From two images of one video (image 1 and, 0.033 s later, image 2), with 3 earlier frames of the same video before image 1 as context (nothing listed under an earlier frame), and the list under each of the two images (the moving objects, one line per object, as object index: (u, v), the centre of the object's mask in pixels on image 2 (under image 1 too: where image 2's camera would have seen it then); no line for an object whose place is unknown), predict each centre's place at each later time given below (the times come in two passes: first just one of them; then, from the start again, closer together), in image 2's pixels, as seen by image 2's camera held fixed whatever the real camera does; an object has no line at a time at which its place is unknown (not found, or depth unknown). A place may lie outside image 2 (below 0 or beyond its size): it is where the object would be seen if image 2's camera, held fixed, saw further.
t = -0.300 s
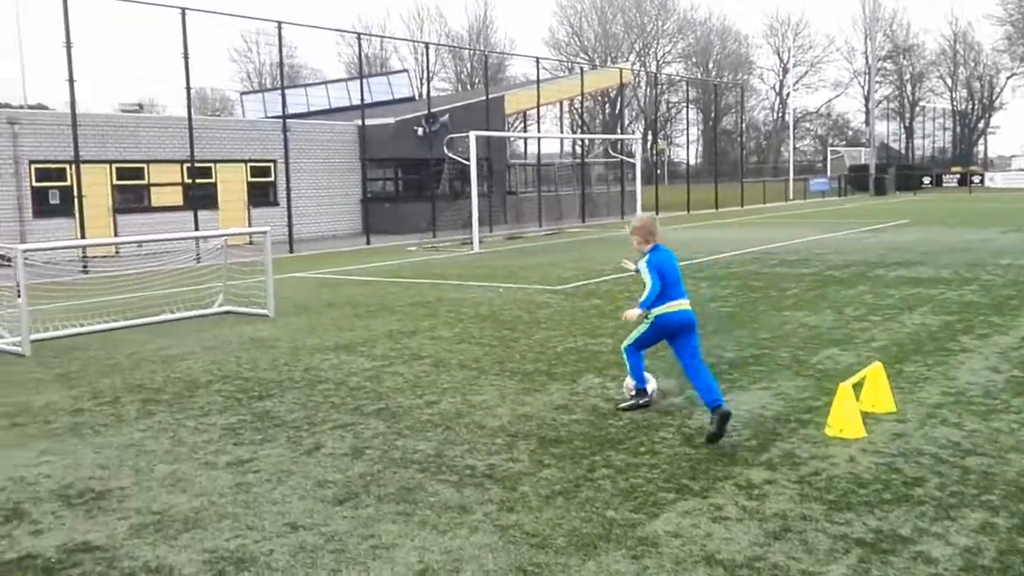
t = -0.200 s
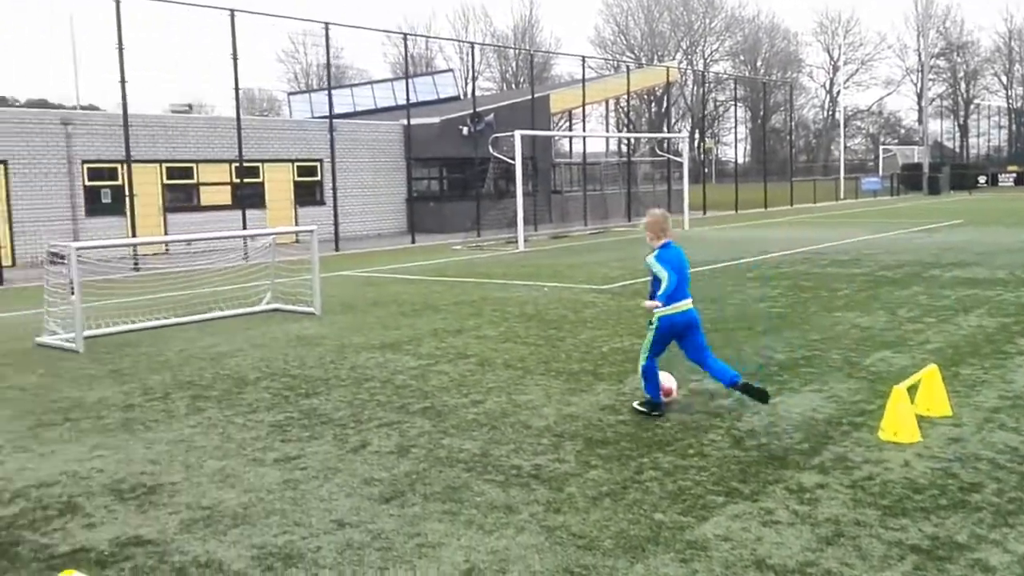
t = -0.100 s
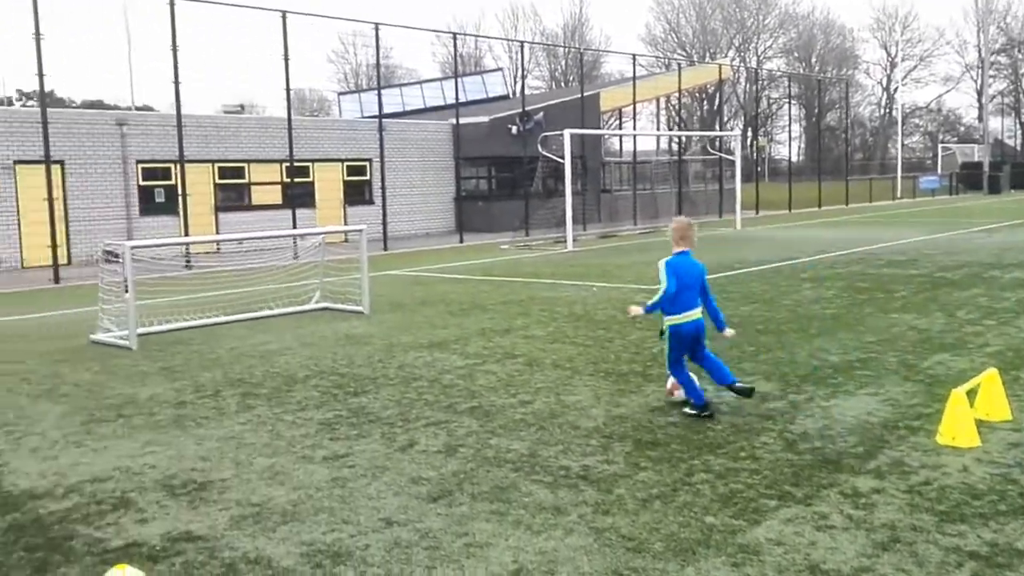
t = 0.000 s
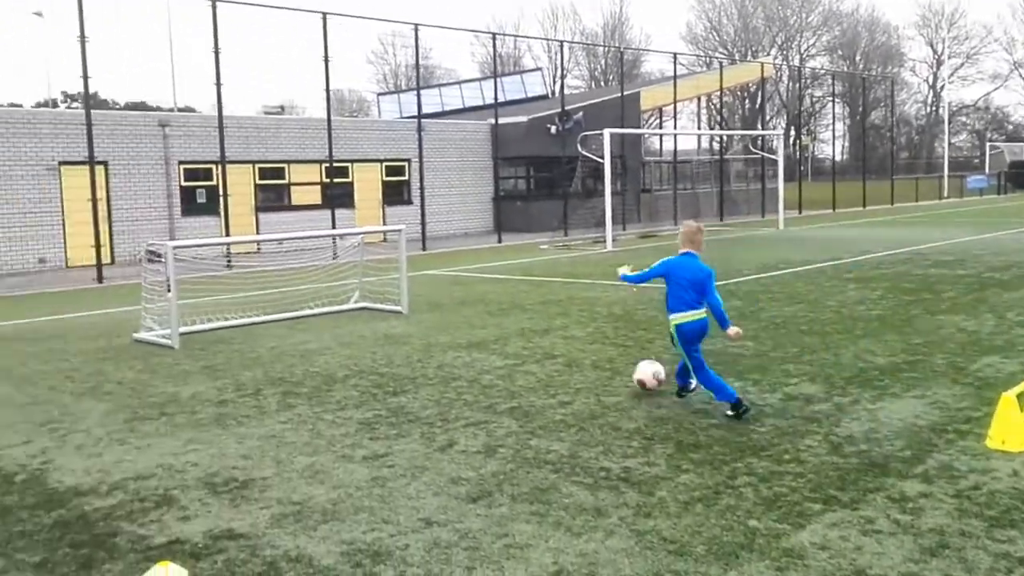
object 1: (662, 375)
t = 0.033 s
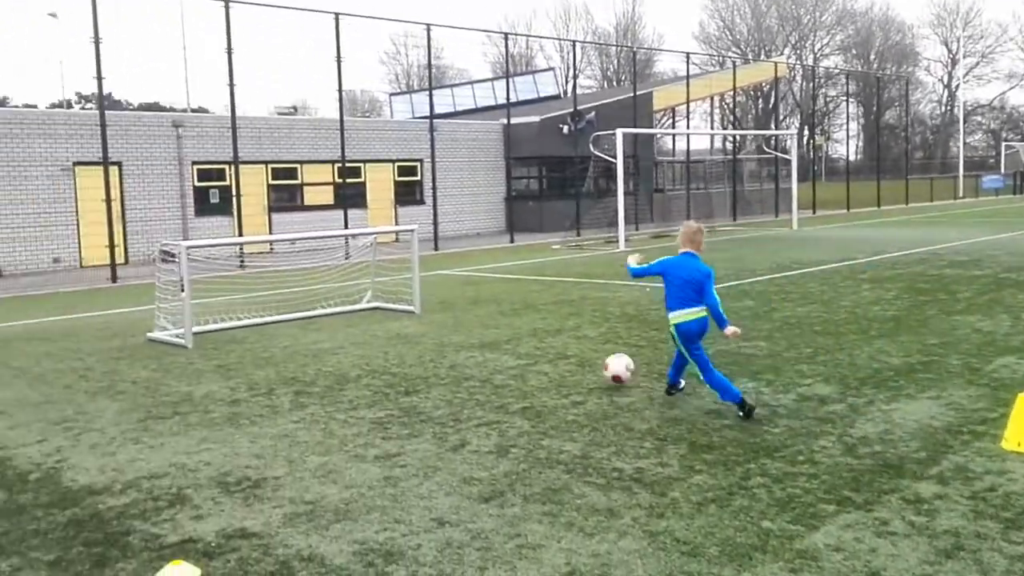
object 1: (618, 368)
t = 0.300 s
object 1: (374, 337)
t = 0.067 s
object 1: (578, 364)
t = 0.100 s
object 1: (541, 359)
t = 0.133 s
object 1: (506, 358)
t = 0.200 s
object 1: (448, 347)
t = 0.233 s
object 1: (422, 343)
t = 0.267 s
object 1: (397, 339)
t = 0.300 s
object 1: (374, 337)
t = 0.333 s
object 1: (351, 335)
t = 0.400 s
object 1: (311, 332)
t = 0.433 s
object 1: (294, 327)
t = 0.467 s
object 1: (276, 325)
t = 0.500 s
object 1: (260, 324)
